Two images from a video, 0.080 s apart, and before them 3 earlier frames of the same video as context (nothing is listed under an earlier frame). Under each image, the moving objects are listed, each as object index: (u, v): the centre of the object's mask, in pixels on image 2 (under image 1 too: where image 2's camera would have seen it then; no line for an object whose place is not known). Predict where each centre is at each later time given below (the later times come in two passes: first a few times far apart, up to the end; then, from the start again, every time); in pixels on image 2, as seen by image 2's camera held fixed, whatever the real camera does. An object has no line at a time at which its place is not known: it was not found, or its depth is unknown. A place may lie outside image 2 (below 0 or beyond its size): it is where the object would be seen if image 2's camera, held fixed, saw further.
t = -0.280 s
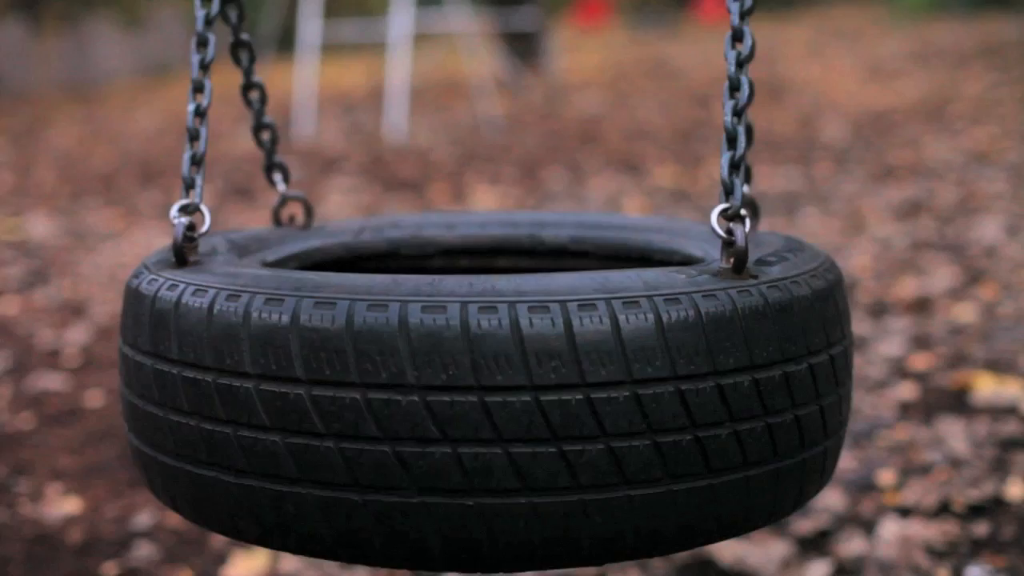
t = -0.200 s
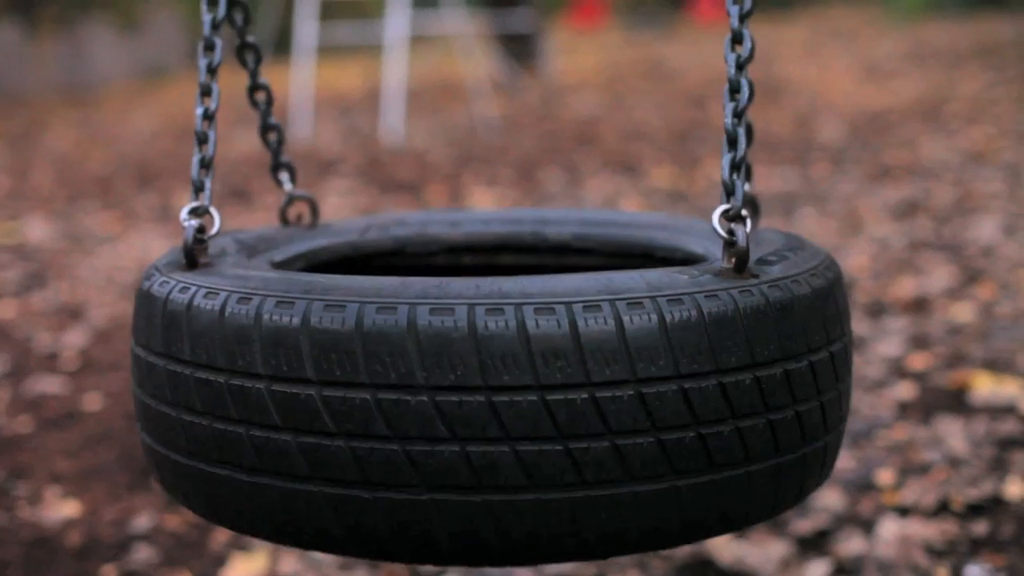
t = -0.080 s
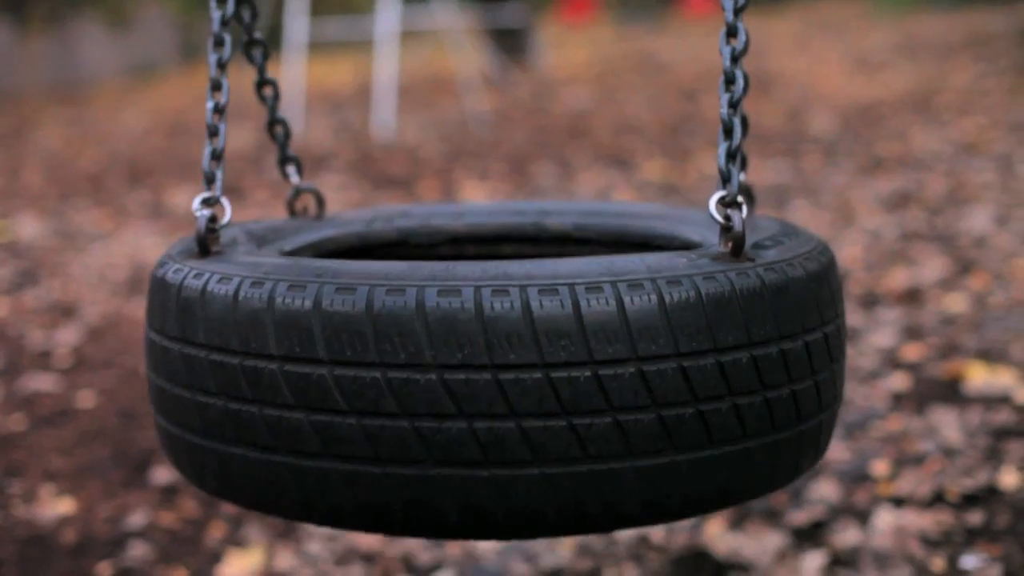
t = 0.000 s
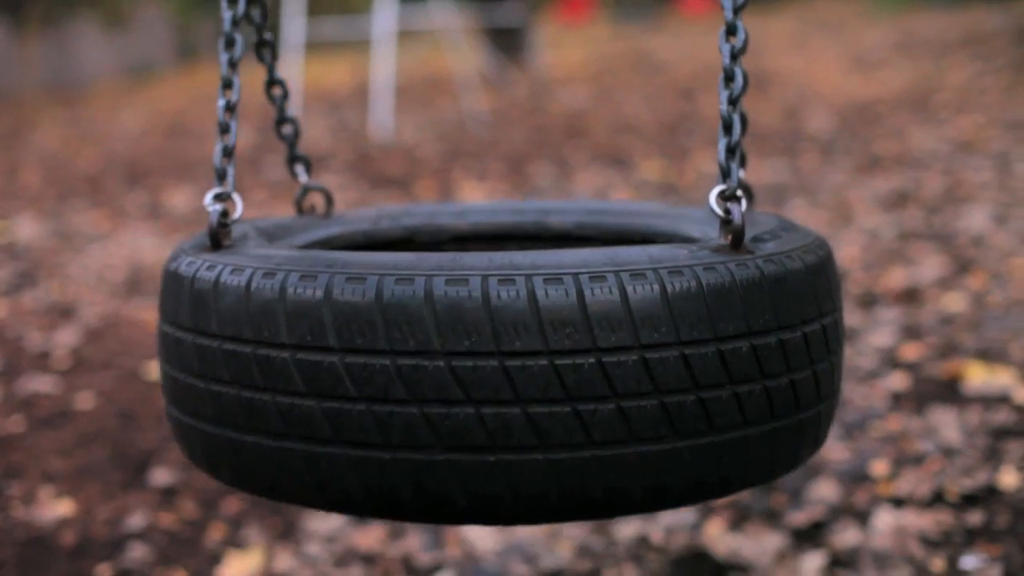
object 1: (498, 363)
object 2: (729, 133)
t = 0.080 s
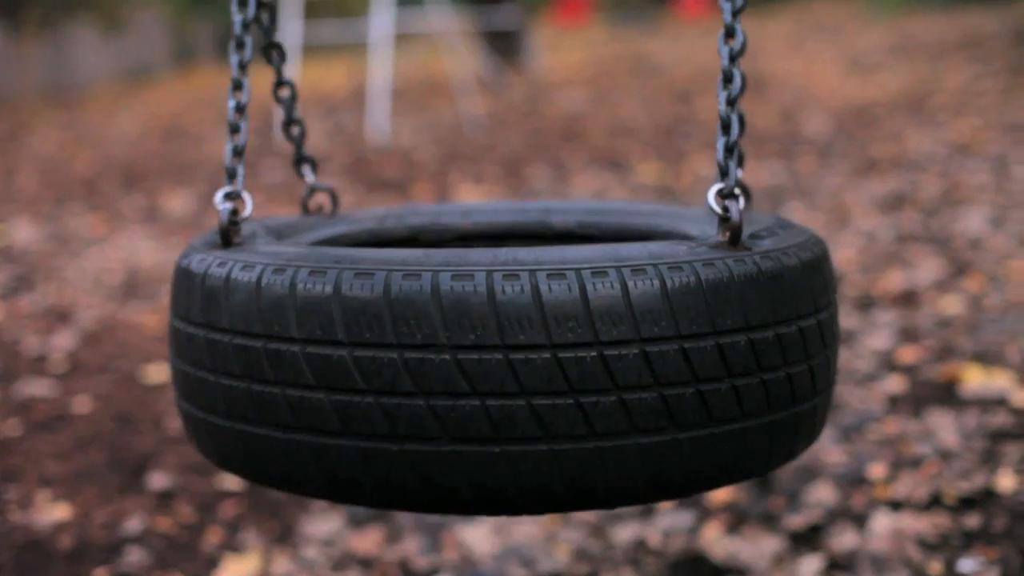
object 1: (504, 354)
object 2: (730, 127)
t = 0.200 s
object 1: (513, 344)
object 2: (731, 127)
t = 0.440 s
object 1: (522, 321)
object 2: (727, 118)
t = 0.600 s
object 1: (525, 308)
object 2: (724, 108)
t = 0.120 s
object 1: (506, 351)
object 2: (729, 125)
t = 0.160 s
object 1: (510, 348)
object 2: (730, 126)
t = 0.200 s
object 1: (513, 344)
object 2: (731, 127)
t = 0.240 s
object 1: (514, 340)
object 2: (729, 125)
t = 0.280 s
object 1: (515, 335)
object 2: (728, 123)
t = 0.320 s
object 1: (518, 331)
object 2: (728, 121)
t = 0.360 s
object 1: (520, 328)
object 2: (729, 120)
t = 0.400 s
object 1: (521, 325)
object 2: (728, 119)
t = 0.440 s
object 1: (522, 321)
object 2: (727, 118)
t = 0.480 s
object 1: (523, 317)
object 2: (727, 115)
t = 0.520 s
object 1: (523, 314)
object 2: (724, 114)
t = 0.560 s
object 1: (524, 310)
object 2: (724, 110)
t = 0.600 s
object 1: (525, 308)
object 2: (724, 108)
